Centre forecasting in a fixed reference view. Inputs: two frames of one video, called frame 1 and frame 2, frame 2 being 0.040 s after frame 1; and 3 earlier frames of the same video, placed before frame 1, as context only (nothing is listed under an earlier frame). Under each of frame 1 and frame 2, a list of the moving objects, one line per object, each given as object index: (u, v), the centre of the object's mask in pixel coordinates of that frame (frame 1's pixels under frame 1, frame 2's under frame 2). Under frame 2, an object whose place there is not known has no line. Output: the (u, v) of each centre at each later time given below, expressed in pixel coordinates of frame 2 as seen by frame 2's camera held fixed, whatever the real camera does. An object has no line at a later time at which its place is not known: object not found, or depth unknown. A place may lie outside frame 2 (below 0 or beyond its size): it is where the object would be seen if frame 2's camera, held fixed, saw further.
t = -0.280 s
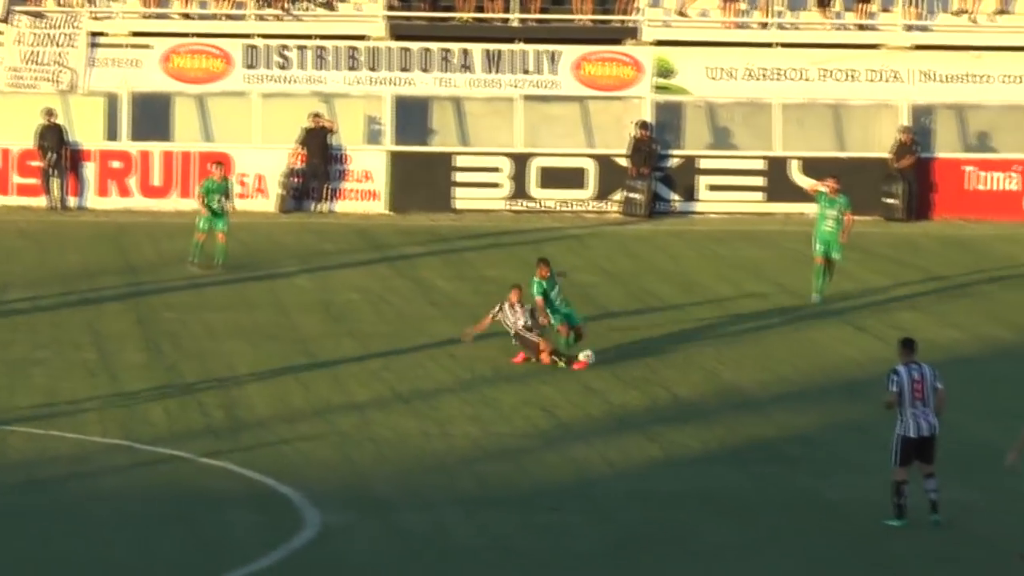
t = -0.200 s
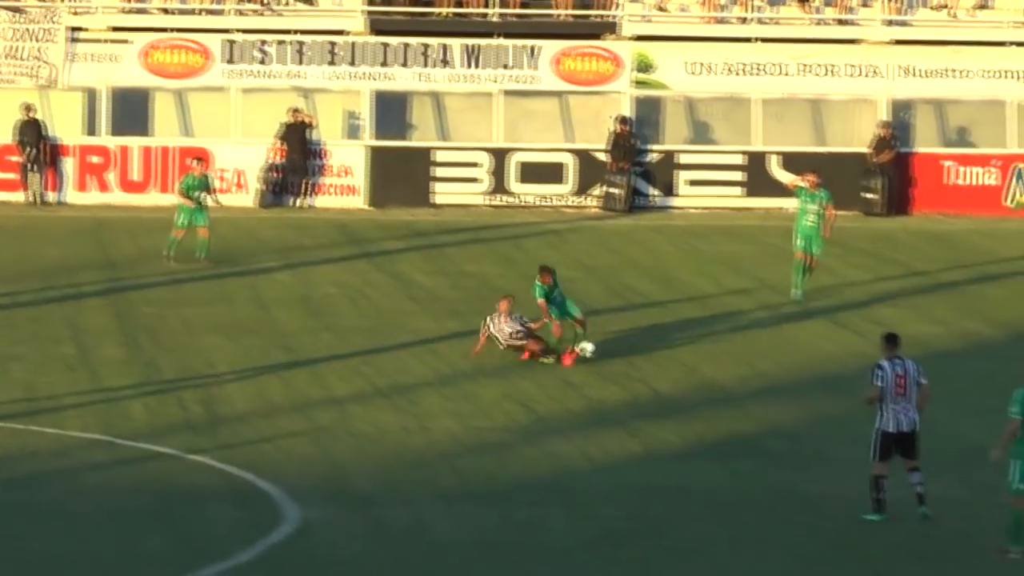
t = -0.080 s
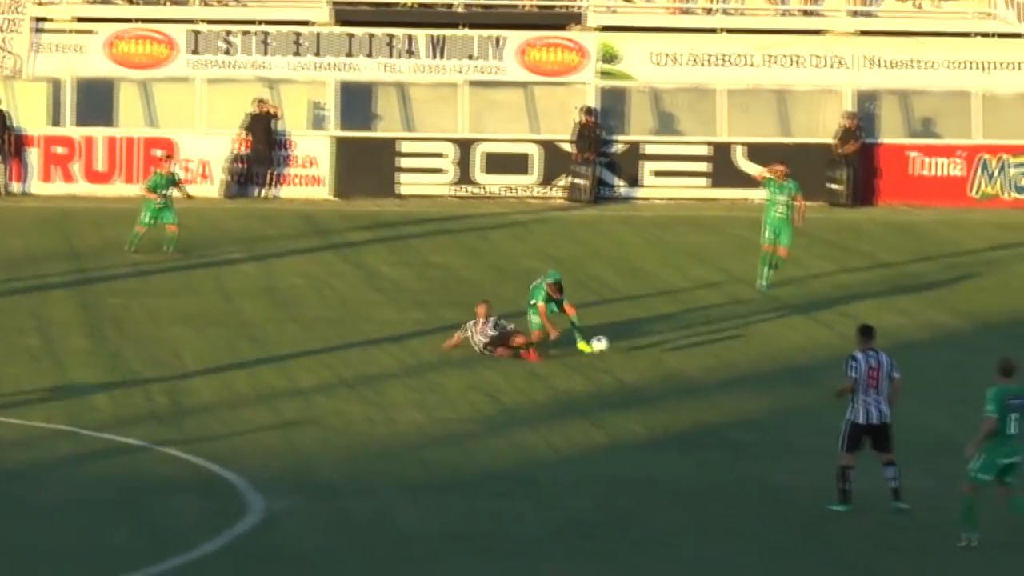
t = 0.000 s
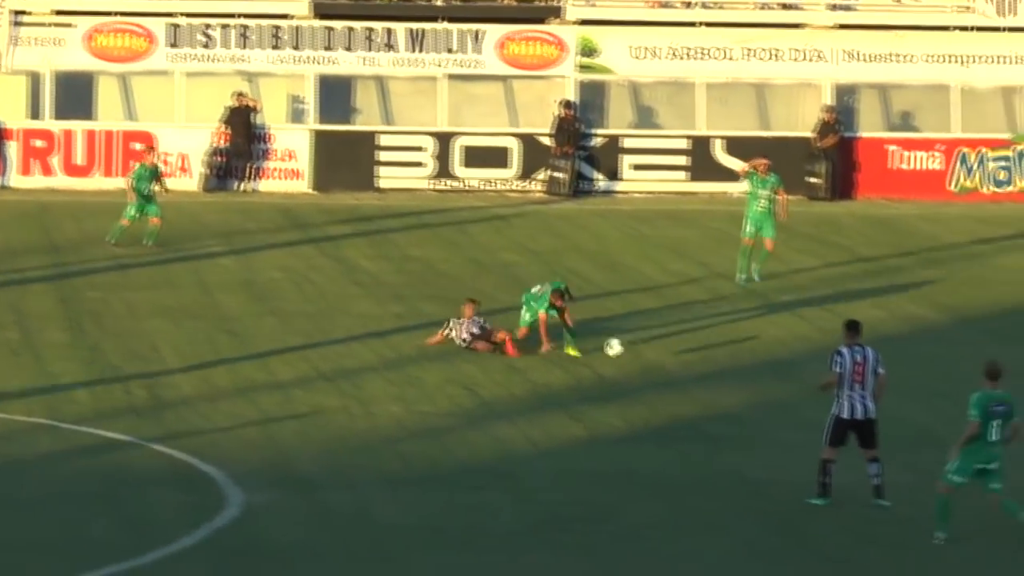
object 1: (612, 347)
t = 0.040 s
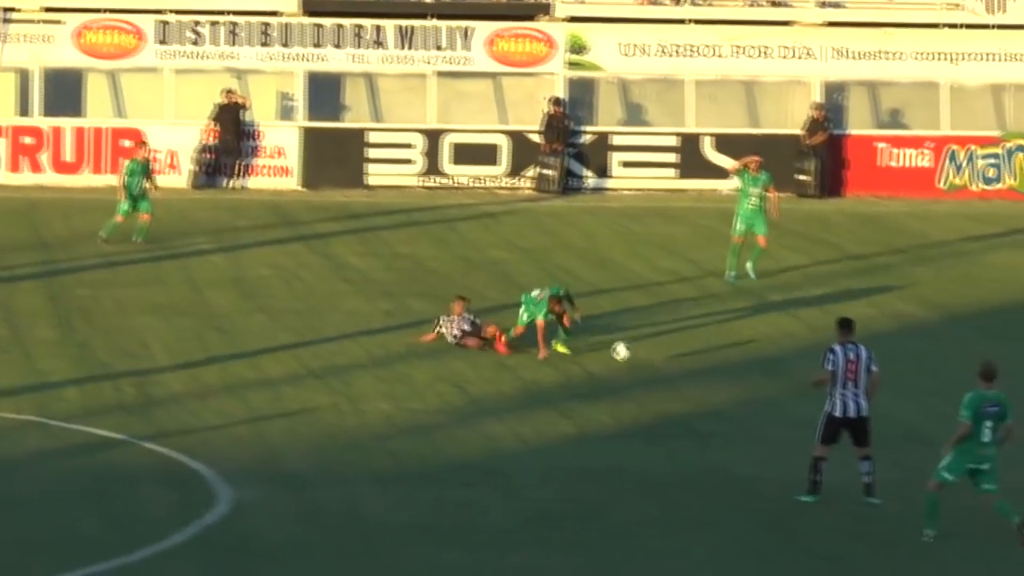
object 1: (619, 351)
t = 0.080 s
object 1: (640, 359)
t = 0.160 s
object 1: (677, 374)
